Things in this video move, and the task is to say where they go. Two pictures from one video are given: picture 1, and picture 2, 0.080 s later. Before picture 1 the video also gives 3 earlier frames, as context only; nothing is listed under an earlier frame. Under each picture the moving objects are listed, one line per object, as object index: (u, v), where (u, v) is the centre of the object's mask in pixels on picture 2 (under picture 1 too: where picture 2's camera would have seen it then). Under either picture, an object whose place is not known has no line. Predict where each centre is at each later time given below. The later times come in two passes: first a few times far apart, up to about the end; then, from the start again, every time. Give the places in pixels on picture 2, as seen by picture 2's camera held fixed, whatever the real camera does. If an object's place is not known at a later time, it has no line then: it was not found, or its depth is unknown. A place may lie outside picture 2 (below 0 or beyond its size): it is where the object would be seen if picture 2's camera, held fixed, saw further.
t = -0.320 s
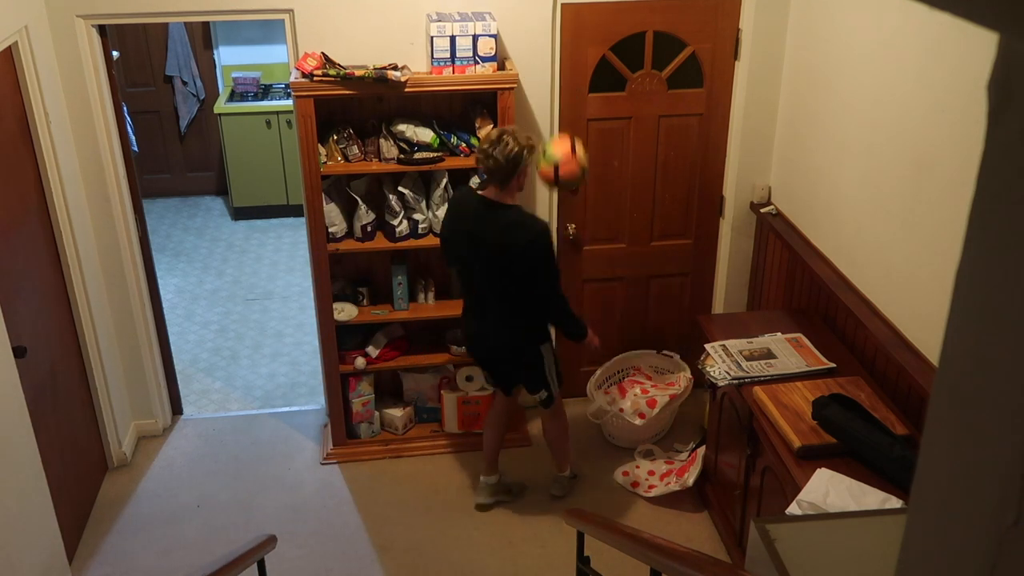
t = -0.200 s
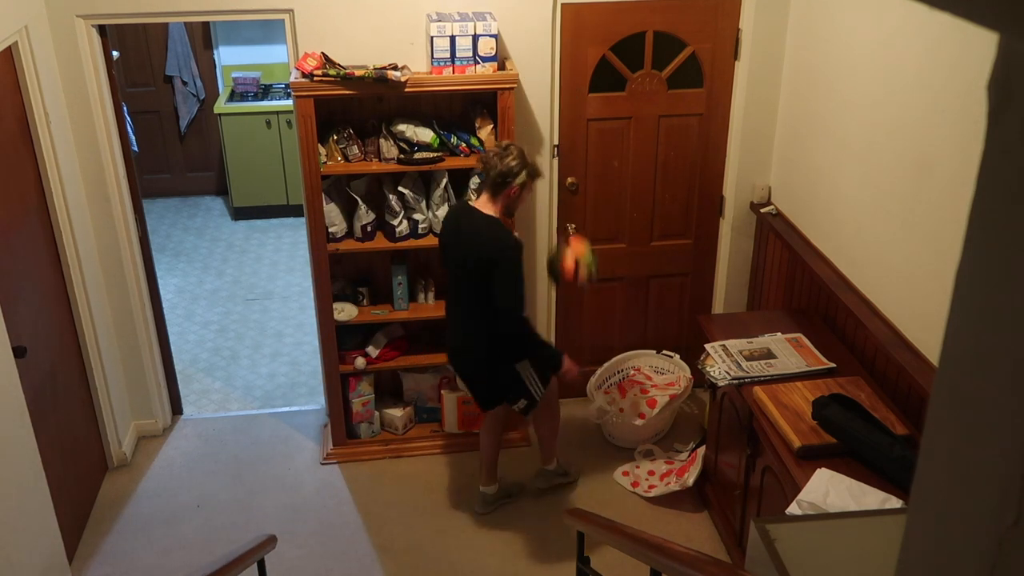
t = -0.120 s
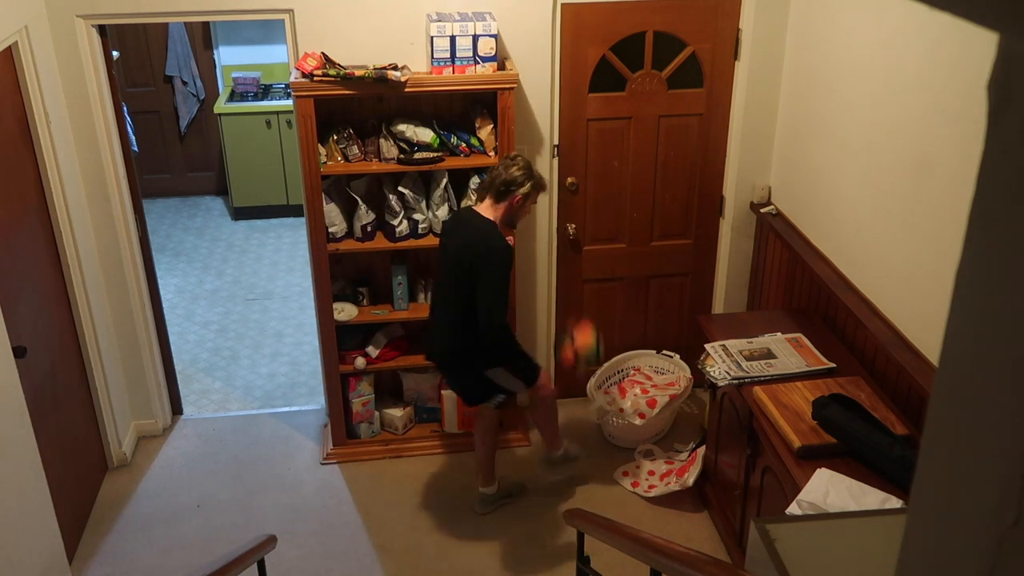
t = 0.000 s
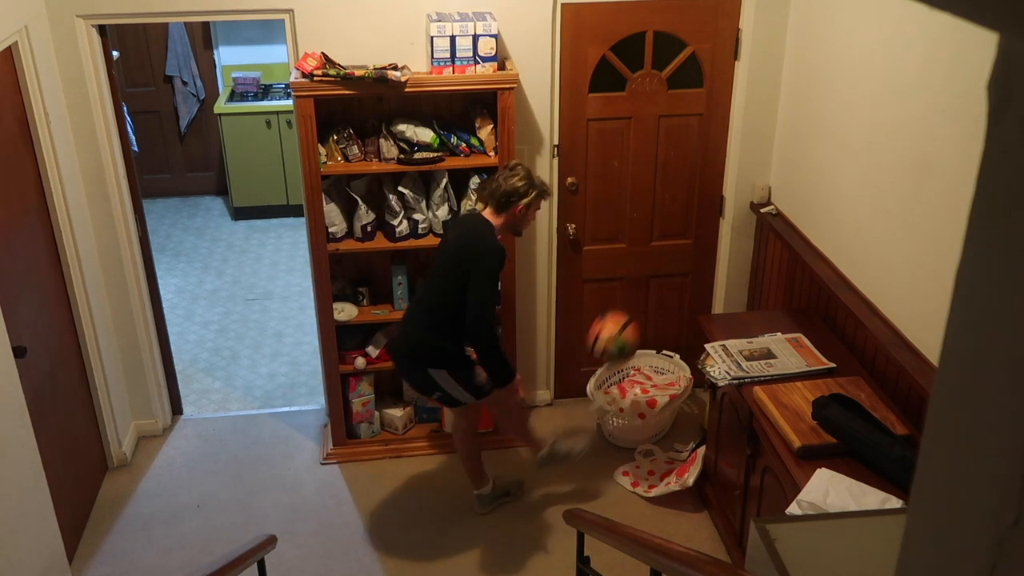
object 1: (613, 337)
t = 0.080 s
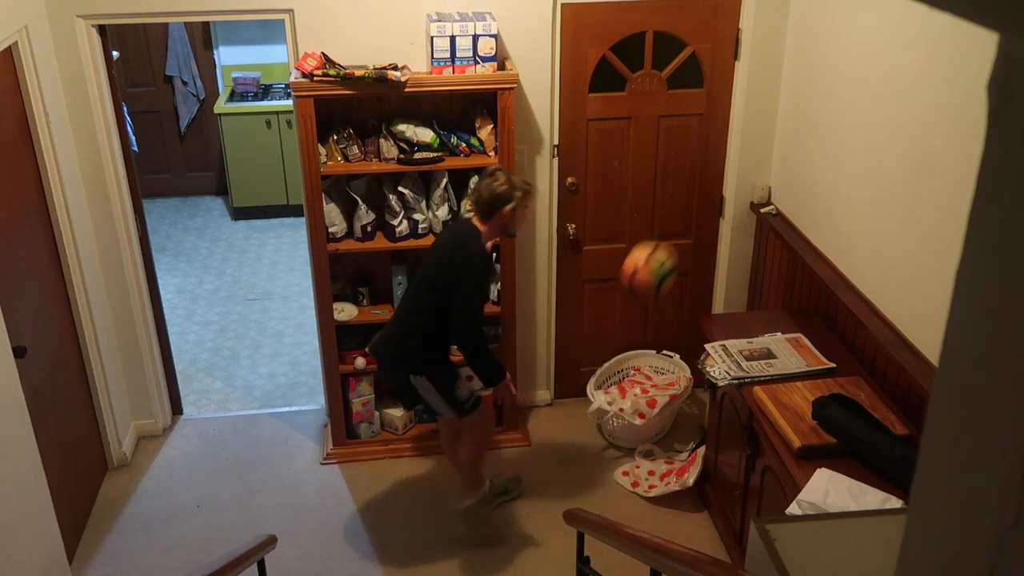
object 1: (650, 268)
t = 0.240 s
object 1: (730, 151)
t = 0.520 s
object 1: (855, 64)
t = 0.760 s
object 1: (757, 110)
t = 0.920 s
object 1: (684, 222)
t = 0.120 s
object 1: (669, 235)
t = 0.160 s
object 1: (689, 204)
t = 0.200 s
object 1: (709, 176)
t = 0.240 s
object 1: (730, 151)
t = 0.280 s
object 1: (752, 130)
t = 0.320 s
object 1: (774, 111)
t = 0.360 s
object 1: (795, 95)
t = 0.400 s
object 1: (816, 83)
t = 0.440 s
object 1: (837, 74)
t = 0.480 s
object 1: (861, 69)
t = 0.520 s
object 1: (855, 64)
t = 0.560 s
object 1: (841, 61)
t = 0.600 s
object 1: (826, 62)
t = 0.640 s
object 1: (810, 67)
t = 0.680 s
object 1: (793, 77)
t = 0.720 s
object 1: (775, 92)
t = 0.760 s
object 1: (757, 110)
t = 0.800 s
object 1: (738, 133)
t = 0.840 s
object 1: (719, 160)
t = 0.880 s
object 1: (701, 189)
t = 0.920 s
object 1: (684, 222)
